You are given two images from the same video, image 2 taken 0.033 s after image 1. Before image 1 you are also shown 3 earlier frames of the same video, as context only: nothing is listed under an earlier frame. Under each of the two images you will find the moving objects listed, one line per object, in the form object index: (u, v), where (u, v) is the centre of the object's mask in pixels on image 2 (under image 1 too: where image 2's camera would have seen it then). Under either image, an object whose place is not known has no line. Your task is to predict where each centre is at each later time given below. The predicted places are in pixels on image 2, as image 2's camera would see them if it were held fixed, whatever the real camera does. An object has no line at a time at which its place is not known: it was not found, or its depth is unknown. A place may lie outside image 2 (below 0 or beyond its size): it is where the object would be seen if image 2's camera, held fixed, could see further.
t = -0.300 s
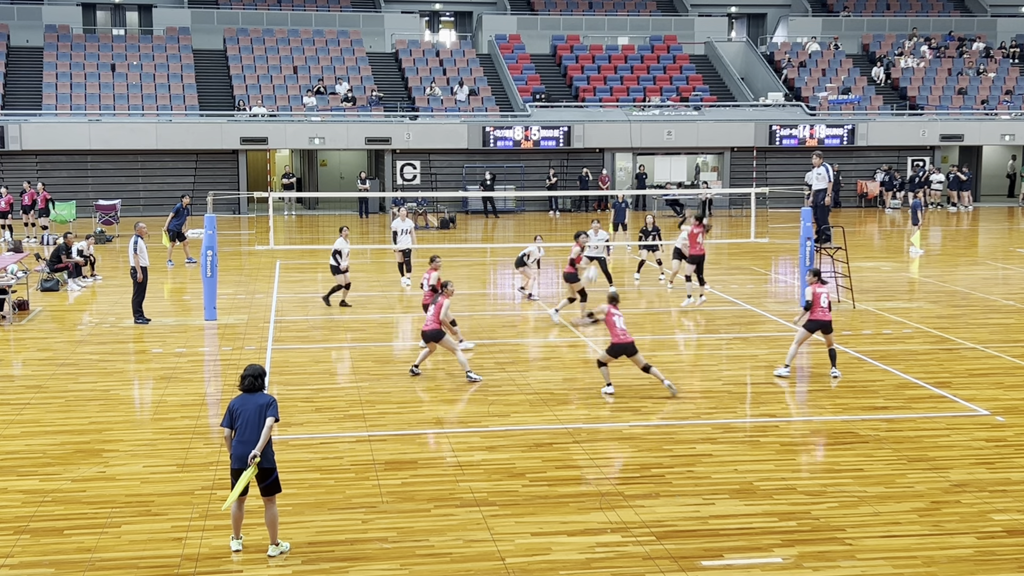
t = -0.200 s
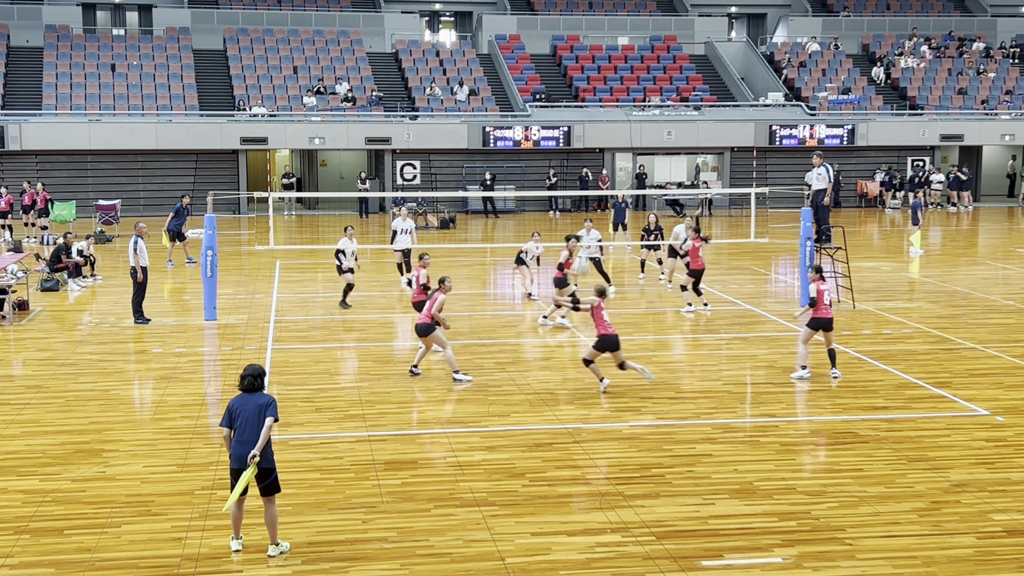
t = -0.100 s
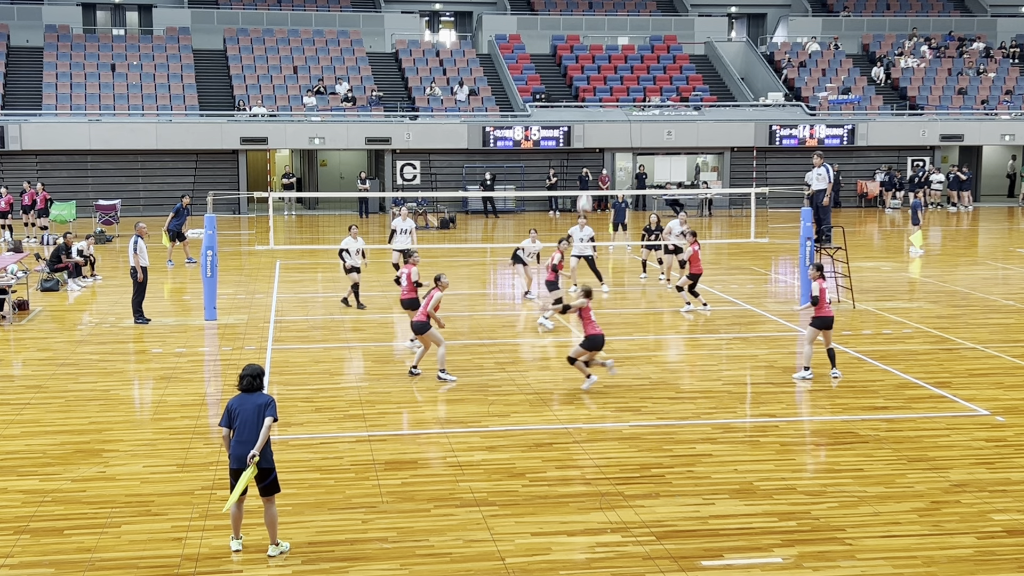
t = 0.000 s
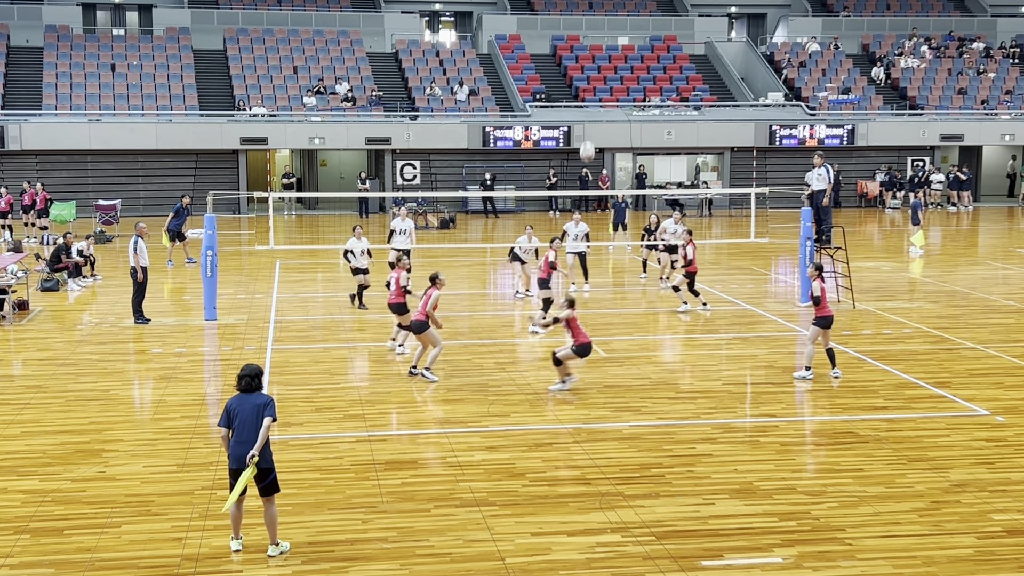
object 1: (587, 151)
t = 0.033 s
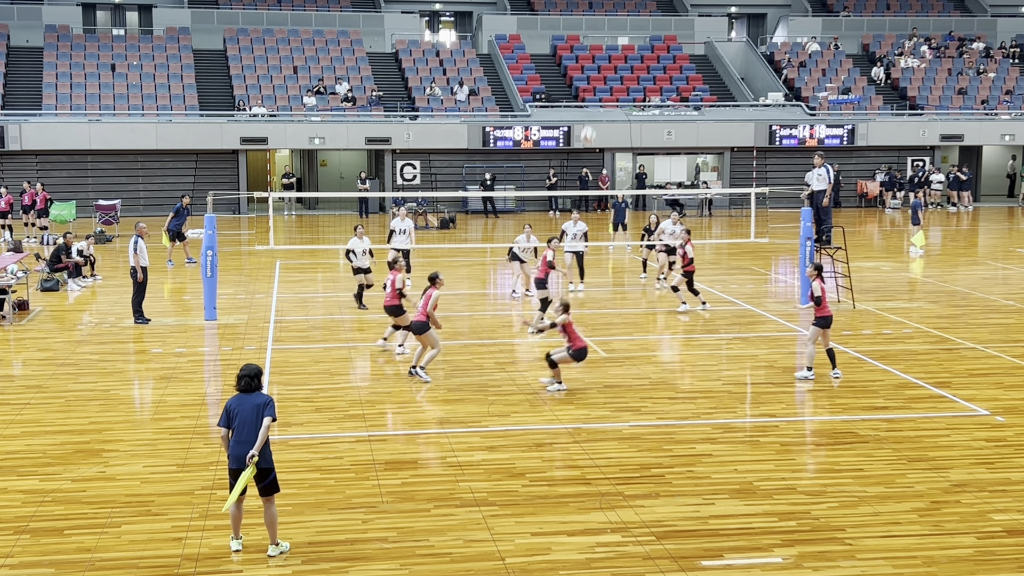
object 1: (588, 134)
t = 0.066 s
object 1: (589, 120)
